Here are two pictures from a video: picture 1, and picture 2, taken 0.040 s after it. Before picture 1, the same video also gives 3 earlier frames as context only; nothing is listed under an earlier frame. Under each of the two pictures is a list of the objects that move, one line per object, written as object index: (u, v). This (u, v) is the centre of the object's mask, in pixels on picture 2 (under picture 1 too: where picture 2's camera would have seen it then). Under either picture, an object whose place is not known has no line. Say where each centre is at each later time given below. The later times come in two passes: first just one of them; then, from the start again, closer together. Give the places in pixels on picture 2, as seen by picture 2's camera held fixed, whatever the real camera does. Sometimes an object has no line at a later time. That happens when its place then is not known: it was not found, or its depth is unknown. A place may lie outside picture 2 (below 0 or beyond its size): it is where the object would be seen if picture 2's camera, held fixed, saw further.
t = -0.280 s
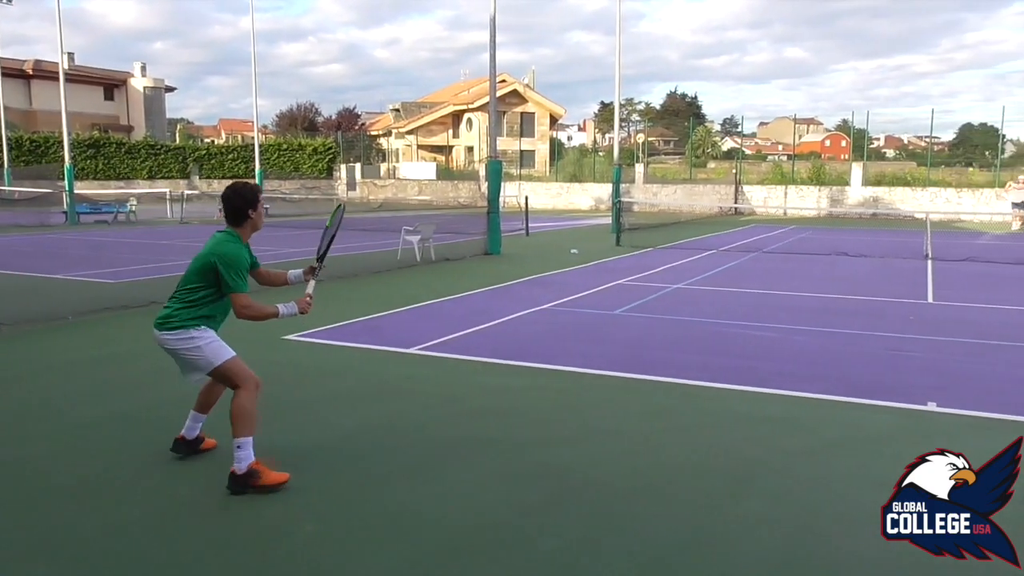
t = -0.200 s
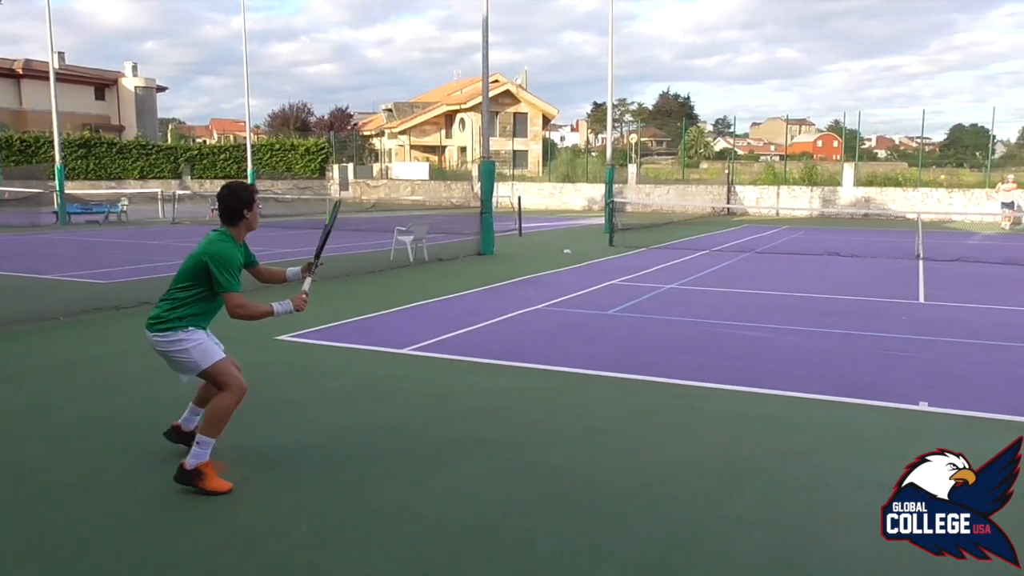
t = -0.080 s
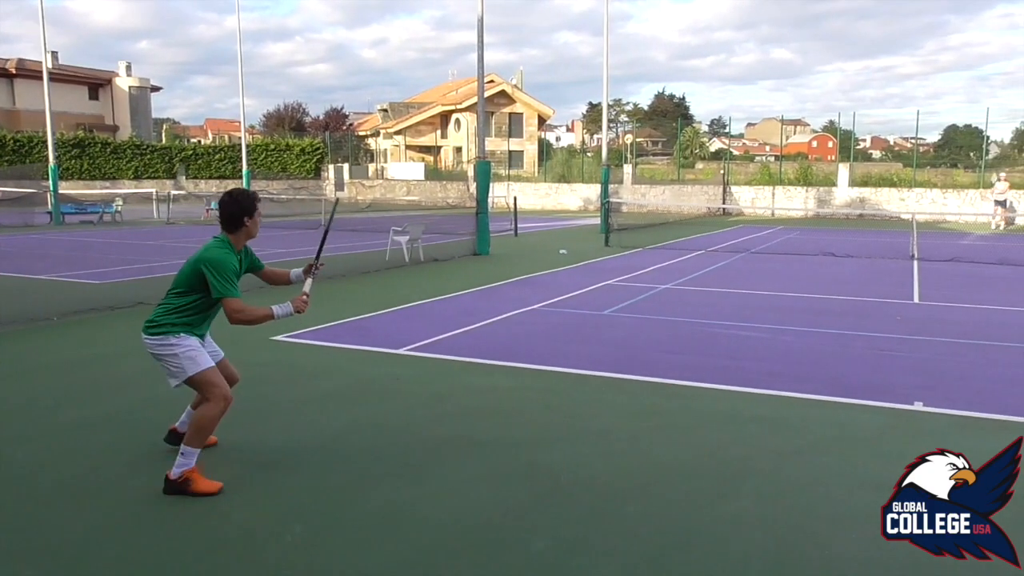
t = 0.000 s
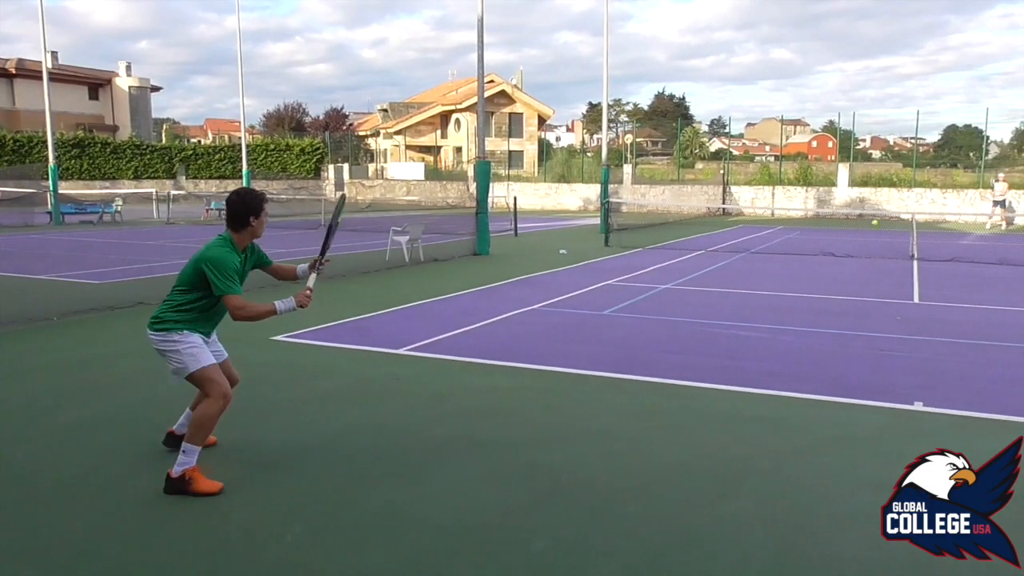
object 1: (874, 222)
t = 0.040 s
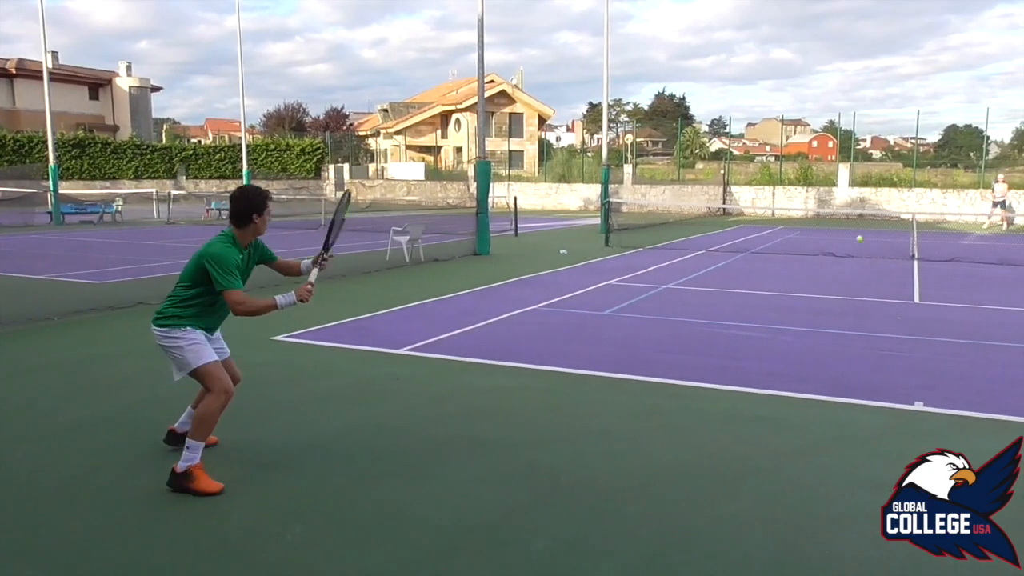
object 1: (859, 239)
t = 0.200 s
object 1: (783, 320)
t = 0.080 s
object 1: (841, 257)
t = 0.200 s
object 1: (783, 320)
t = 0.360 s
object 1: (709, 280)
